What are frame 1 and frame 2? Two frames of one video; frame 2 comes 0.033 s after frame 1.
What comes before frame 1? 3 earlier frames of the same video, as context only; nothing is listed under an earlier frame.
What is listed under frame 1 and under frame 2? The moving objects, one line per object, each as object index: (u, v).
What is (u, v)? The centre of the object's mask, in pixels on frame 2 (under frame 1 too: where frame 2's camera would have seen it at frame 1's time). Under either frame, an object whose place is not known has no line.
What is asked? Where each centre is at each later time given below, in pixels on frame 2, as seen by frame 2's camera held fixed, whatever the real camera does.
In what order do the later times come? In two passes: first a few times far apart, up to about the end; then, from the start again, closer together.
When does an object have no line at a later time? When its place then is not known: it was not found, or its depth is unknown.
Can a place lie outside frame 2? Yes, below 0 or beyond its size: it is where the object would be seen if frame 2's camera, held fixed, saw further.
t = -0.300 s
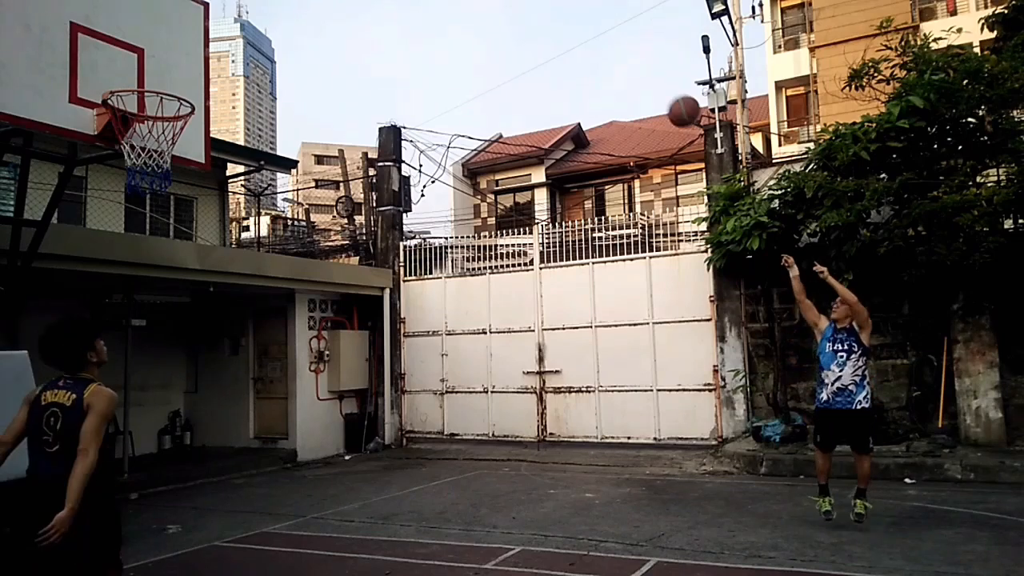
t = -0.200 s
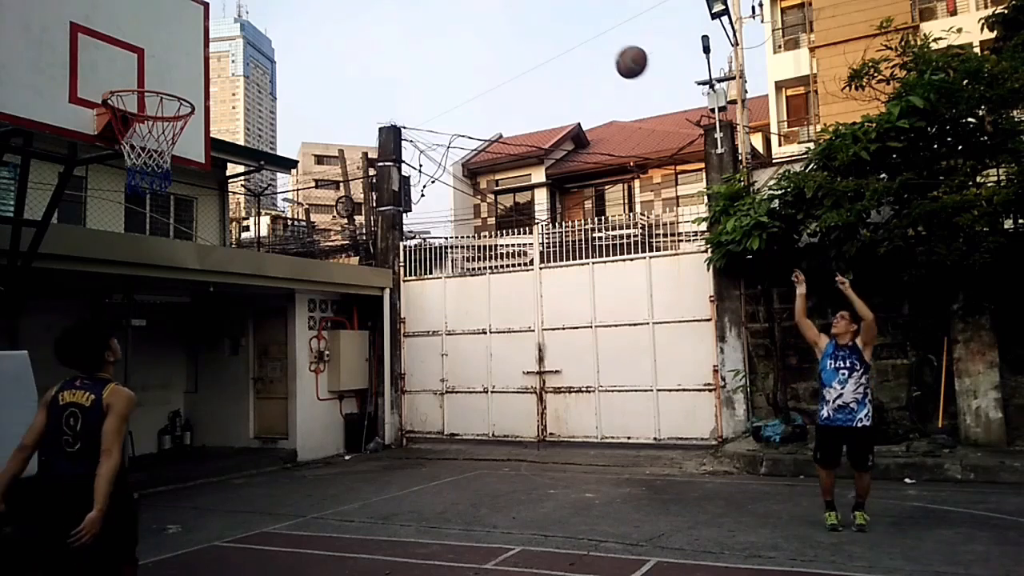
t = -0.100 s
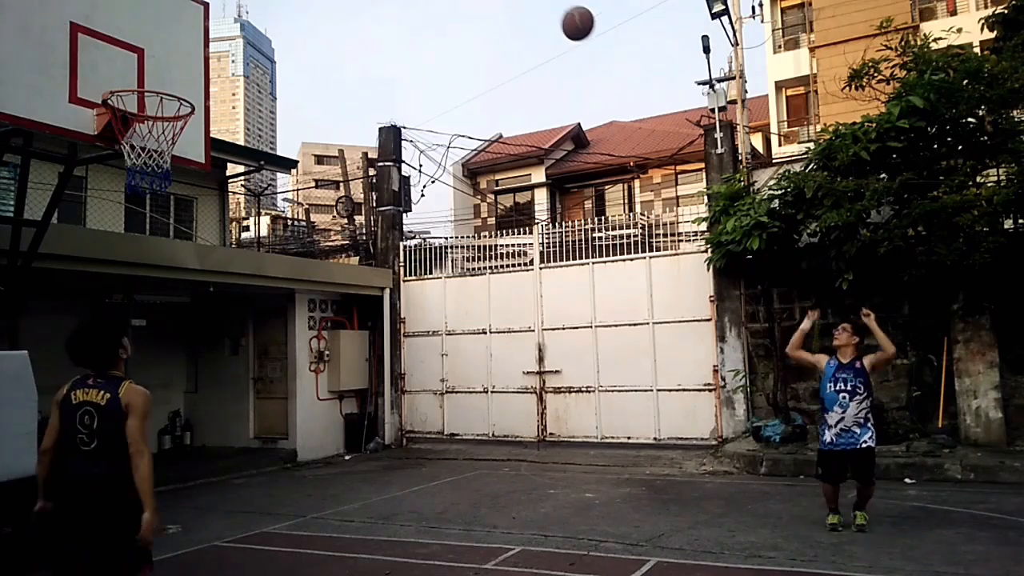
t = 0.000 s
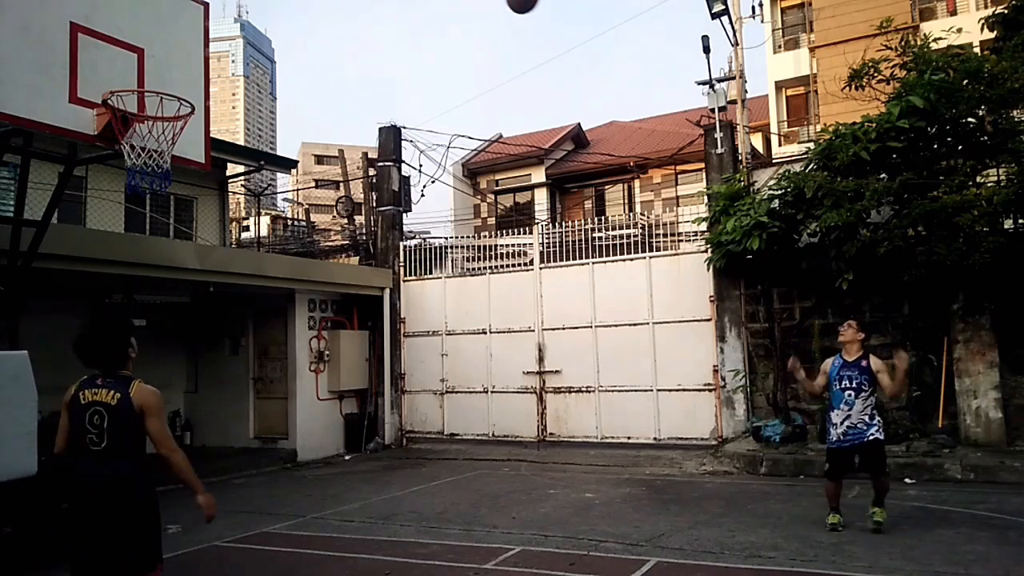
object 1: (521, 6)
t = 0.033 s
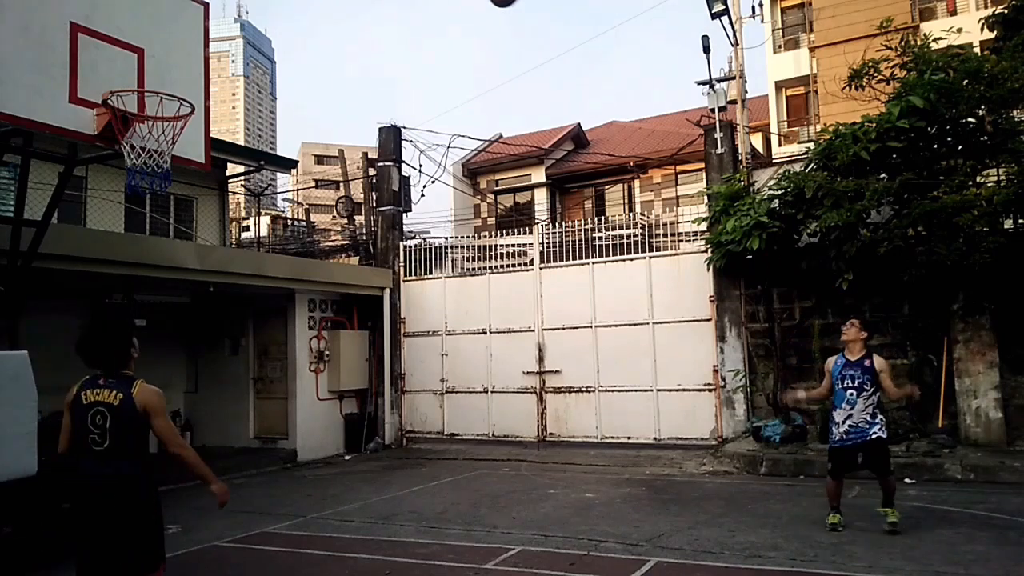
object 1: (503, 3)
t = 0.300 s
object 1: (340, 4)
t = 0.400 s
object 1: (271, 17)
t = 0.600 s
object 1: (141, 74)
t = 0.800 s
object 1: (87, 75)
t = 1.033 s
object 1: (120, 73)
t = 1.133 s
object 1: (134, 76)
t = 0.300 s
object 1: (340, 4)
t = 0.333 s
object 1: (318, 7)
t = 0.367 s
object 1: (294, 11)
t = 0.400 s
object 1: (271, 17)
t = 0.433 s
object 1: (246, 29)
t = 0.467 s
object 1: (221, 44)
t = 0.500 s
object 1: (196, 61)
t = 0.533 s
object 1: (172, 78)
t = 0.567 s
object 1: (157, 74)
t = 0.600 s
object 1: (141, 74)
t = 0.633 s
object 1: (125, 74)
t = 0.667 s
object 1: (117, 72)
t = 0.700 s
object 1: (110, 70)
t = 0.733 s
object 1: (103, 70)
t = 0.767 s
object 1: (95, 71)
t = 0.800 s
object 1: (87, 75)
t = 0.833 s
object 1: (91, 73)
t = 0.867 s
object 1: (97, 72)
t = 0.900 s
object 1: (103, 72)
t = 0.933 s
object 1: (109, 74)
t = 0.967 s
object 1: (113, 73)
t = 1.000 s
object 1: (117, 73)
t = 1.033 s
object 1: (120, 73)
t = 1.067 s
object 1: (124, 74)
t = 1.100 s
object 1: (129, 74)
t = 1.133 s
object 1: (134, 76)
